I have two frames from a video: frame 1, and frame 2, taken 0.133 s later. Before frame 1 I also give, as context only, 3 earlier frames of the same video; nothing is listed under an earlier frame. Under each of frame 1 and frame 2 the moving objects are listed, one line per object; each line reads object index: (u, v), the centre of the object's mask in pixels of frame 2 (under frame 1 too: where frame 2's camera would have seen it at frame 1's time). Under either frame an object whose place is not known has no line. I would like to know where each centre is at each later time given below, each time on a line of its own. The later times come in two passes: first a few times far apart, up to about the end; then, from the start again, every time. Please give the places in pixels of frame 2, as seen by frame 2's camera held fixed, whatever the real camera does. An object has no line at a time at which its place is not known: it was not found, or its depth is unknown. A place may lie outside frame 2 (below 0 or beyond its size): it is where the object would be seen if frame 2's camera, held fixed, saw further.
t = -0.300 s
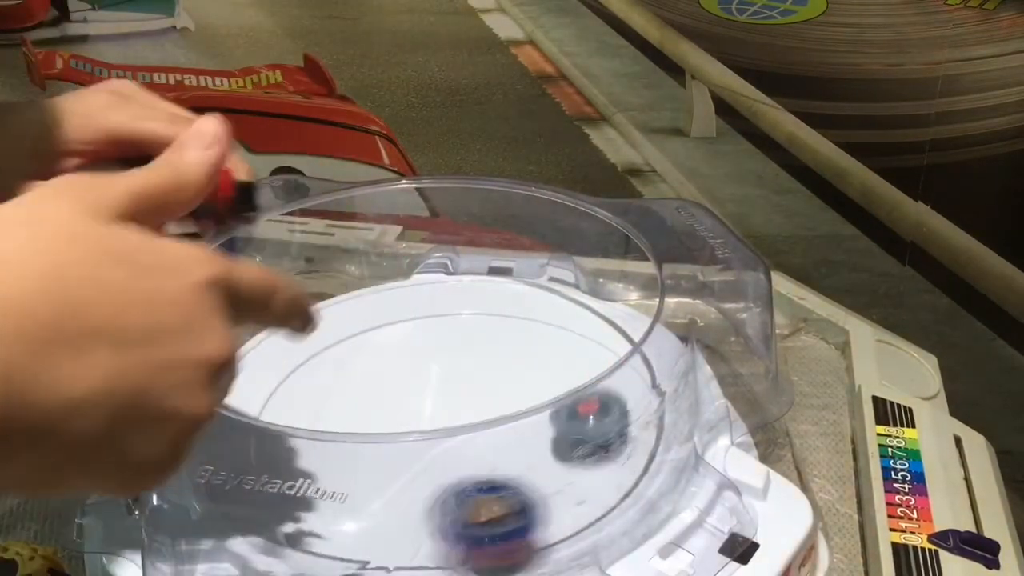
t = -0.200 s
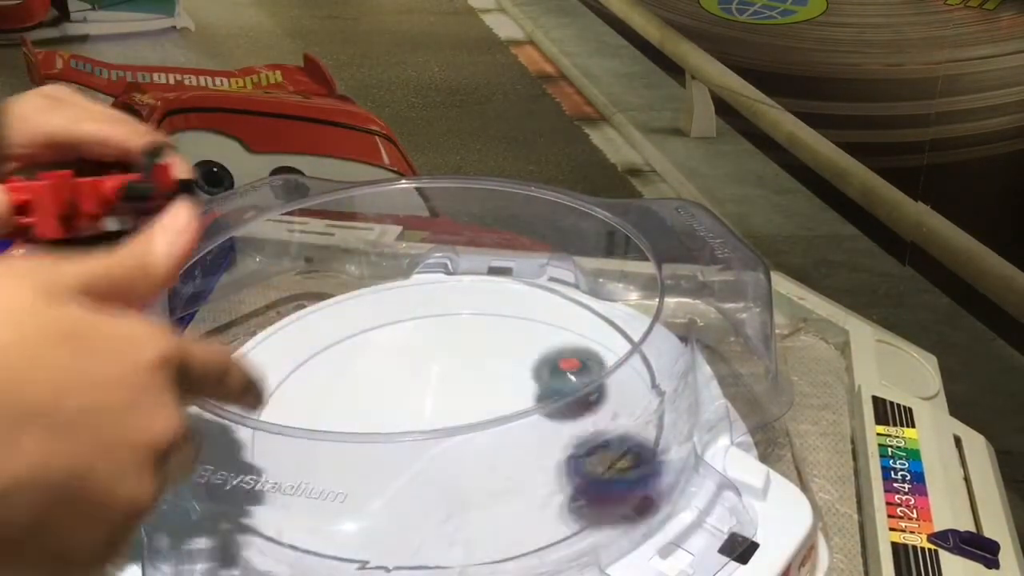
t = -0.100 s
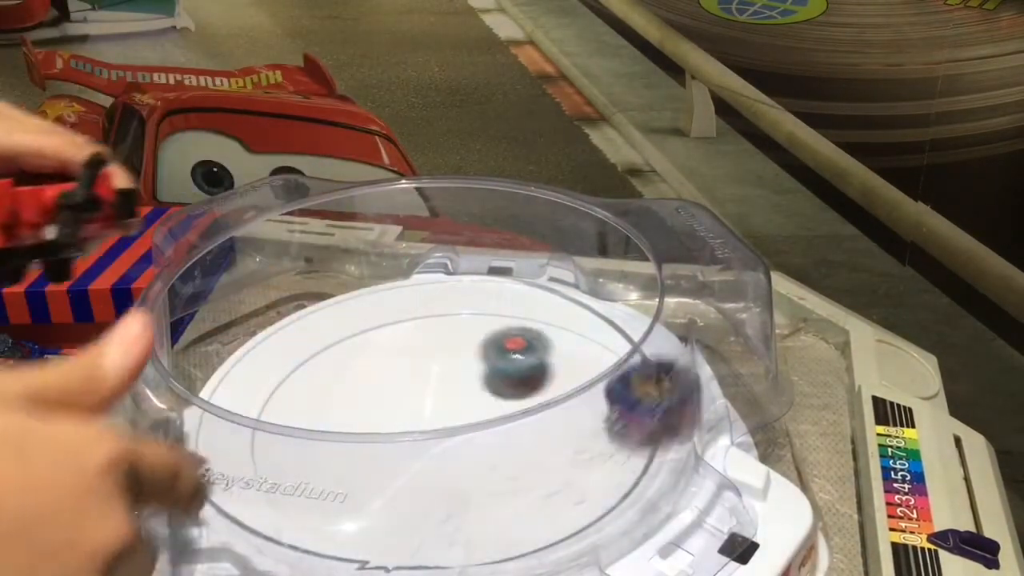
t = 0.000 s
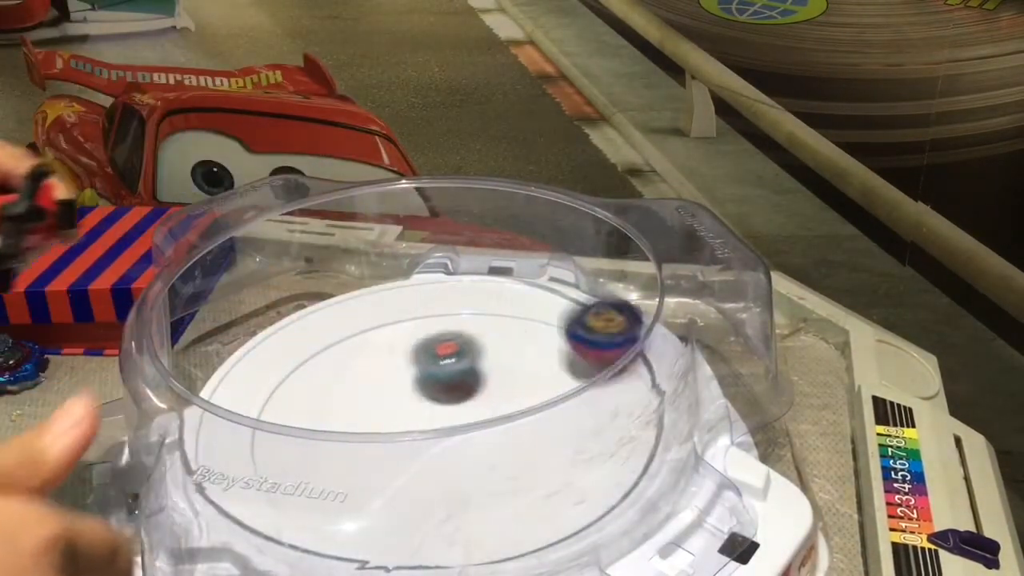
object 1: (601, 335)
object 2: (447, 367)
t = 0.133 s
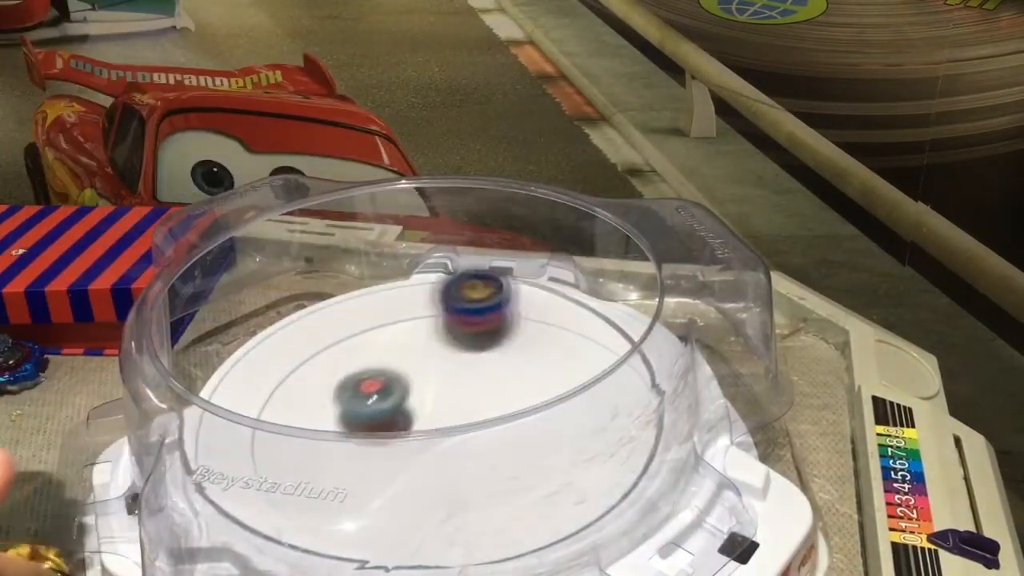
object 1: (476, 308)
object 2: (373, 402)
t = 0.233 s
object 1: (374, 331)
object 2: (358, 447)
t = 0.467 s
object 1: (323, 482)
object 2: (484, 496)
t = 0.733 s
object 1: (595, 462)
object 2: (548, 406)
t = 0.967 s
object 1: (540, 357)
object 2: (429, 389)
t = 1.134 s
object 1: (438, 358)
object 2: (380, 428)
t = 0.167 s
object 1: (440, 312)
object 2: (362, 418)
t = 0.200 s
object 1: (406, 320)
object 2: (357, 432)
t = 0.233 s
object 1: (374, 331)
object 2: (358, 447)
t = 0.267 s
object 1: (345, 346)
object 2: (364, 461)
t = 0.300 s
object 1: (320, 366)
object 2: (374, 476)
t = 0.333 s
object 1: (303, 387)
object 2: (390, 484)
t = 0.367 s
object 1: (292, 411)
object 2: (410, 492)
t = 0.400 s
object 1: (292, 433)
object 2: (434, 498)
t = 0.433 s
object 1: (303, 458)
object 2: (459, 499)
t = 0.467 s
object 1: (323, 482)
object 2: (484, 496)
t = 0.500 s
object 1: (351, 496)
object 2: (510, 491)
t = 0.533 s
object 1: (389, 509)
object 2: (531, 482)
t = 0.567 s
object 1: (431, 516)
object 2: (548, 470)
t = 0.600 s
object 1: (473, 514)
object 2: (559, 459)
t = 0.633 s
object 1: (515, 508)
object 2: (567, 445)
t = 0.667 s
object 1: (551, 494)
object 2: (568, 429)
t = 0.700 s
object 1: (578, 482)
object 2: (559, 417)
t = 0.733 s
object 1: (595, 462)
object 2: (548, 406)
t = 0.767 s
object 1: (605, 444)
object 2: (535, 398)
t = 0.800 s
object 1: (608, 428)
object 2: (520, 391)
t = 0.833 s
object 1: (602, 408)
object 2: (503, 384)
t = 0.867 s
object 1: (593, 392)
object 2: (485, 384)
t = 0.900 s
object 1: (578, 376)
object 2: (466, 384)
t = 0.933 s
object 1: (560, 363)
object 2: (447, 385)
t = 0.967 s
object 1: (540, 357)
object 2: (429, 389)
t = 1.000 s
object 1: (519, 352)
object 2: (413, 394)
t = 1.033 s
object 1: (498, 350)
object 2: (399, 399)
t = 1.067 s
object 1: (476, 351)
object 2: (388, 404)
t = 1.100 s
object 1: (456, 353)
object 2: (381, 418)
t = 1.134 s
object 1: (438, 358)
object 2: (380, 428)
